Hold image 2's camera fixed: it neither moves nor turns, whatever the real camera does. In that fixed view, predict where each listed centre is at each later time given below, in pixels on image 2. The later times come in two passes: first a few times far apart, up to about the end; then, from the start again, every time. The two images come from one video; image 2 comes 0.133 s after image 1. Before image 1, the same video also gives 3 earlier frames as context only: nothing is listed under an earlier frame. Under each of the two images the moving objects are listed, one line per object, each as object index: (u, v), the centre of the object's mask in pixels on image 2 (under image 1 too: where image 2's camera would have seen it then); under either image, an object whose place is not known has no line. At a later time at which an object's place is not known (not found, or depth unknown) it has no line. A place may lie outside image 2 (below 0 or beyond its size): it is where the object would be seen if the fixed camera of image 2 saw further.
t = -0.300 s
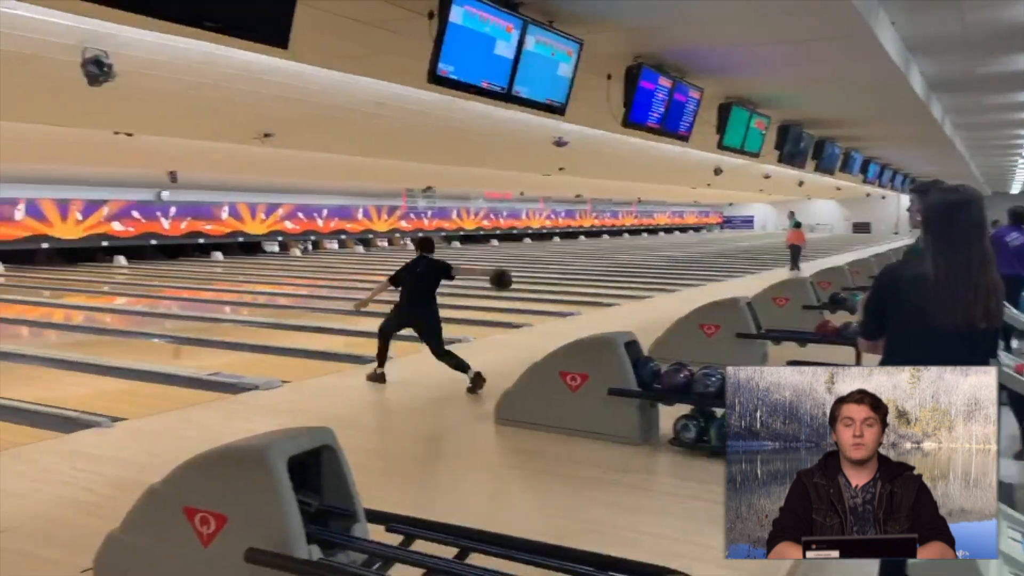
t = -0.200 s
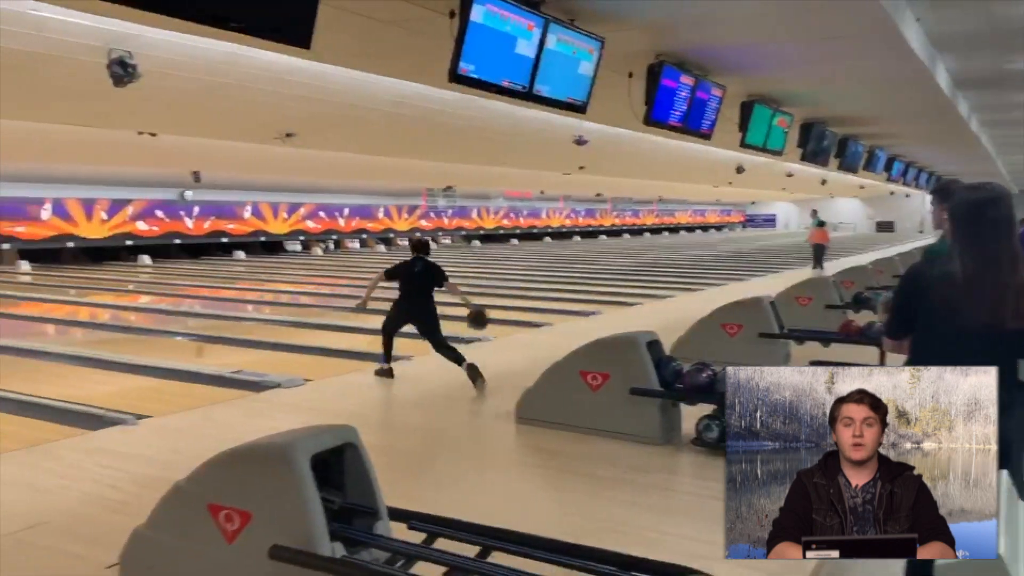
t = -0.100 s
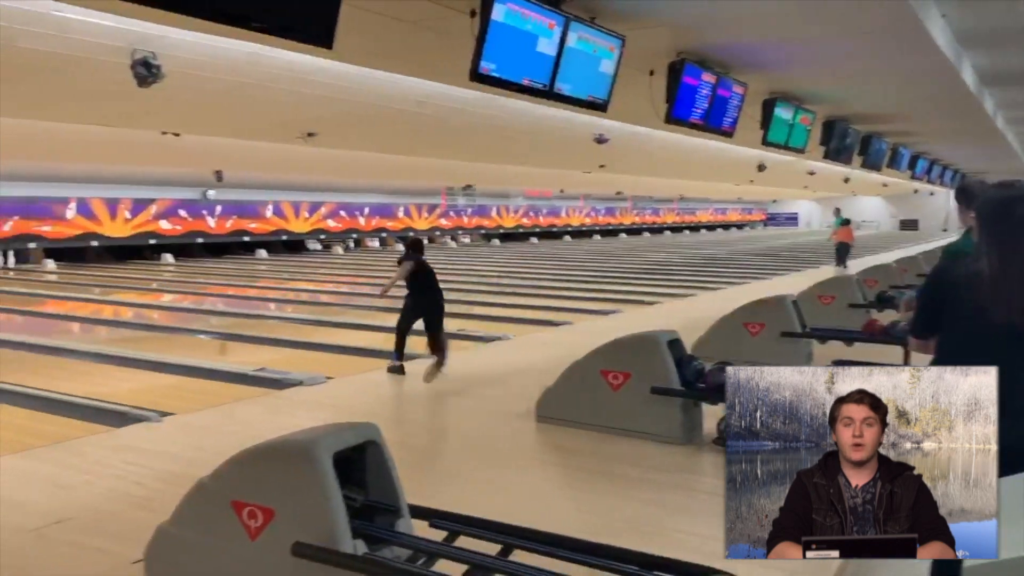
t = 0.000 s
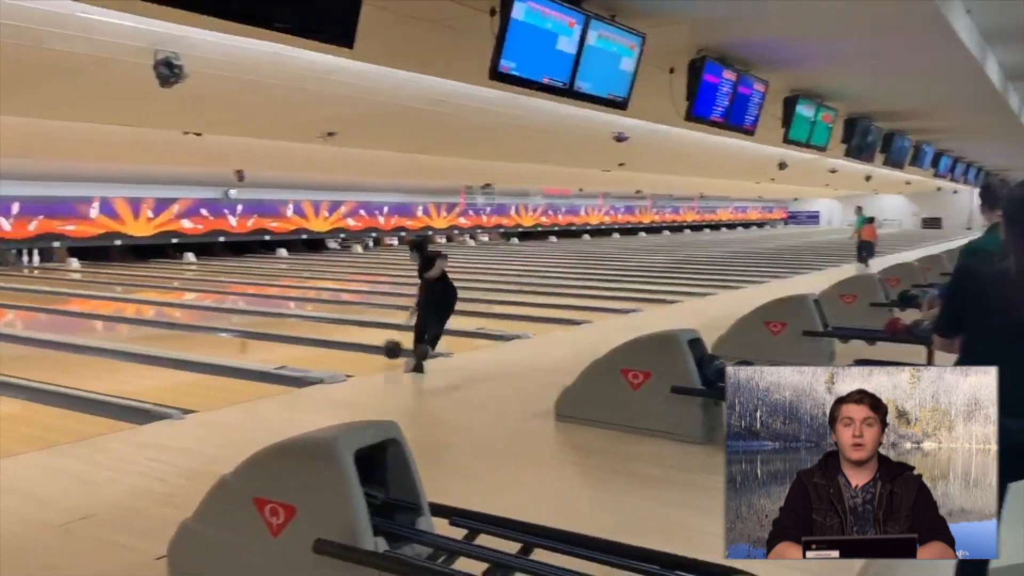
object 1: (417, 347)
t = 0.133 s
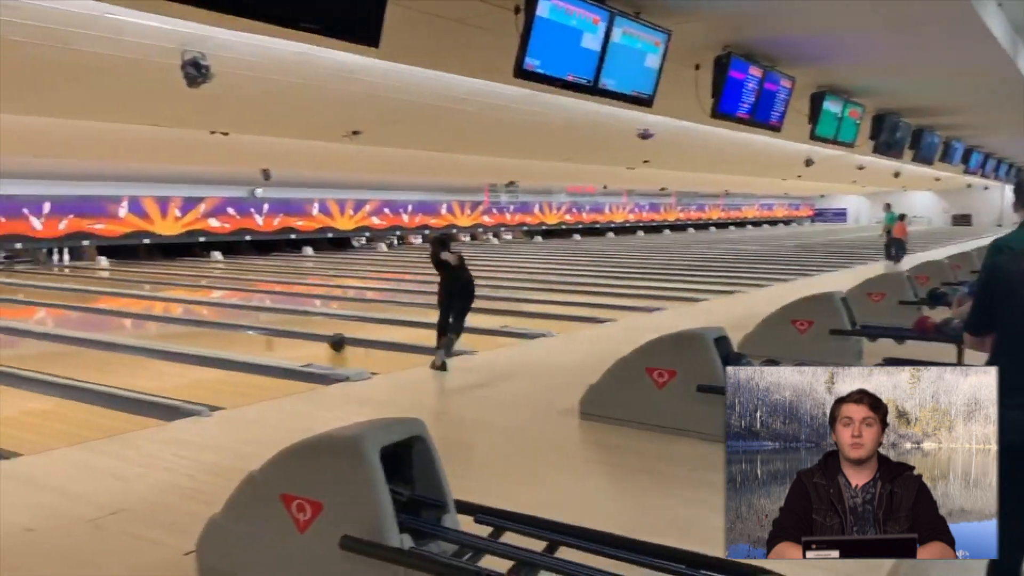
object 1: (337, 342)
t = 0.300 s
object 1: (252, 332)
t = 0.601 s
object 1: (128, 316)
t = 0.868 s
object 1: (41, 304)
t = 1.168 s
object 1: (-41, 295)
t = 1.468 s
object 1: (-106, 287)
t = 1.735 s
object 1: (-157, 282)
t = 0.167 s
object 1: (319, 340)
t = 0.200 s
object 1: (302, 338)
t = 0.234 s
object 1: (285, 336)
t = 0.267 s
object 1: (268, 334)
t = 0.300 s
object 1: (252, 332)
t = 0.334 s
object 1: (237, 330)
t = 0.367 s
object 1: (222, 328)
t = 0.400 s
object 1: (207, 326)
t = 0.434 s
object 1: (193, 324)
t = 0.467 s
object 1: (180, 323)
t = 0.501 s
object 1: (166, 321)
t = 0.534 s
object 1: (153, 319)
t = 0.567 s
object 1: (140, 318)
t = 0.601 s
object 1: (128, 316)
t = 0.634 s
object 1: (116, 314)
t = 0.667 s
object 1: (105, 313)
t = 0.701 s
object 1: (93, 312)
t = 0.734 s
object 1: (82, 311)
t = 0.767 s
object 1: (71, 309)
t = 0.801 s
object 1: (61, 307)
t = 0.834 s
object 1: (50, 306)
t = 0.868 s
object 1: (41, 304)
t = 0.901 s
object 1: (31, 303)
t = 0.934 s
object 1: (20, 302)
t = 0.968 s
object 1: (12, 301)
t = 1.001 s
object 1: (2, 300)
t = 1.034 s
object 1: (-6, 300)
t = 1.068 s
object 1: (-16, 299)
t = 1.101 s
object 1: (-24, 298)
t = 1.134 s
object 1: (-33, 297)
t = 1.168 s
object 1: (-41, 295)
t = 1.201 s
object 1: (-48, 294)
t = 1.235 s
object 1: (-56, 293)
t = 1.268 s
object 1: (-64, 293)
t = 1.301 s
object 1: (-72, 292)
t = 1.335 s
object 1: (-78, 291)
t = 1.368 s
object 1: (-85, 290)
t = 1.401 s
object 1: (-92, 289)
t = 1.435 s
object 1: (-99, 288)
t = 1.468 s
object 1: (-106, 287)
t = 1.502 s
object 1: (-113, 287)
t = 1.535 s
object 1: (-119, 286)
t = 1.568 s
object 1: (-125, 285)
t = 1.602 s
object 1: (-132, 284)
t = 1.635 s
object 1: (-139, 283)
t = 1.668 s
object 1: (-145, 284)
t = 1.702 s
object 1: (-151, 283)
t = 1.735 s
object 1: (-157, 282)
